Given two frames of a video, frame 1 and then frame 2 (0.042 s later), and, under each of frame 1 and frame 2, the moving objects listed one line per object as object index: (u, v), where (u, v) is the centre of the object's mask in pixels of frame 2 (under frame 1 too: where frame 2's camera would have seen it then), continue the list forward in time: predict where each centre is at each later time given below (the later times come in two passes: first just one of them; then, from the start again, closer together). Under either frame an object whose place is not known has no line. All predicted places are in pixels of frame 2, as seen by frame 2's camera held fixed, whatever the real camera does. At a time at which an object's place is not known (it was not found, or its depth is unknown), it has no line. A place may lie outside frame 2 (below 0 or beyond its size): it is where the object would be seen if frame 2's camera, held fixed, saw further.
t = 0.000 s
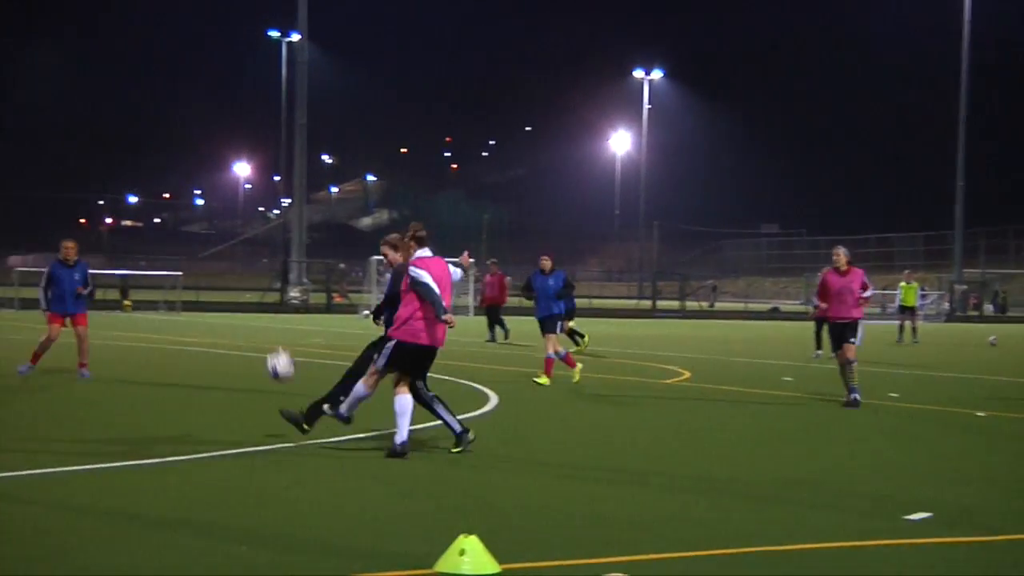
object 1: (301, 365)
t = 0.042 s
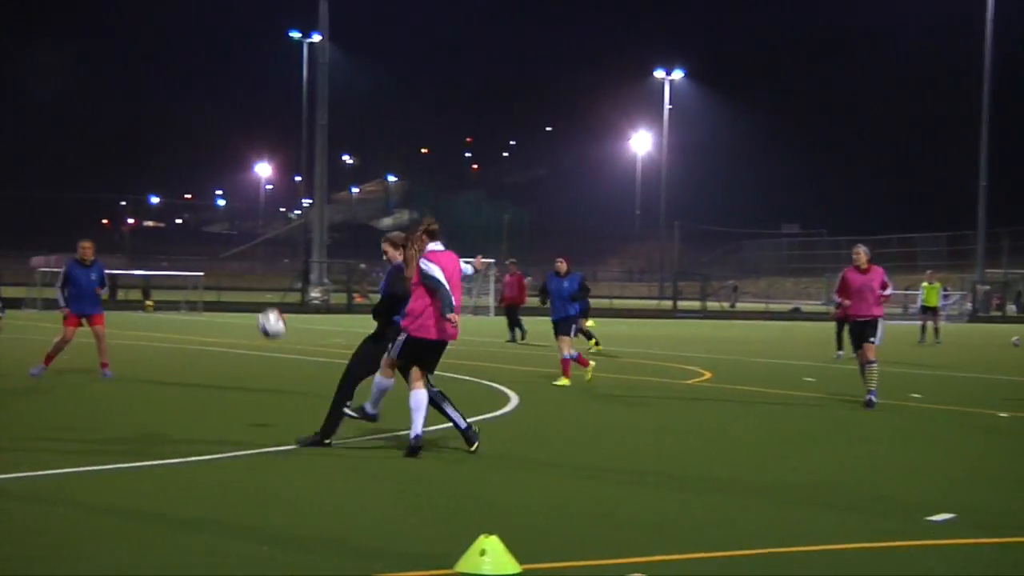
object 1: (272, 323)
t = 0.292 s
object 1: (134, 161)
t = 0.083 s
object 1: (245, 286)
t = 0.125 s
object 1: (219, 254)
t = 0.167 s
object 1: (197, 226)
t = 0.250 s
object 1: (155, 180)
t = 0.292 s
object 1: (134, 161)
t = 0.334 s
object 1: (113, 145)
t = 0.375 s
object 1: (92, 131)
